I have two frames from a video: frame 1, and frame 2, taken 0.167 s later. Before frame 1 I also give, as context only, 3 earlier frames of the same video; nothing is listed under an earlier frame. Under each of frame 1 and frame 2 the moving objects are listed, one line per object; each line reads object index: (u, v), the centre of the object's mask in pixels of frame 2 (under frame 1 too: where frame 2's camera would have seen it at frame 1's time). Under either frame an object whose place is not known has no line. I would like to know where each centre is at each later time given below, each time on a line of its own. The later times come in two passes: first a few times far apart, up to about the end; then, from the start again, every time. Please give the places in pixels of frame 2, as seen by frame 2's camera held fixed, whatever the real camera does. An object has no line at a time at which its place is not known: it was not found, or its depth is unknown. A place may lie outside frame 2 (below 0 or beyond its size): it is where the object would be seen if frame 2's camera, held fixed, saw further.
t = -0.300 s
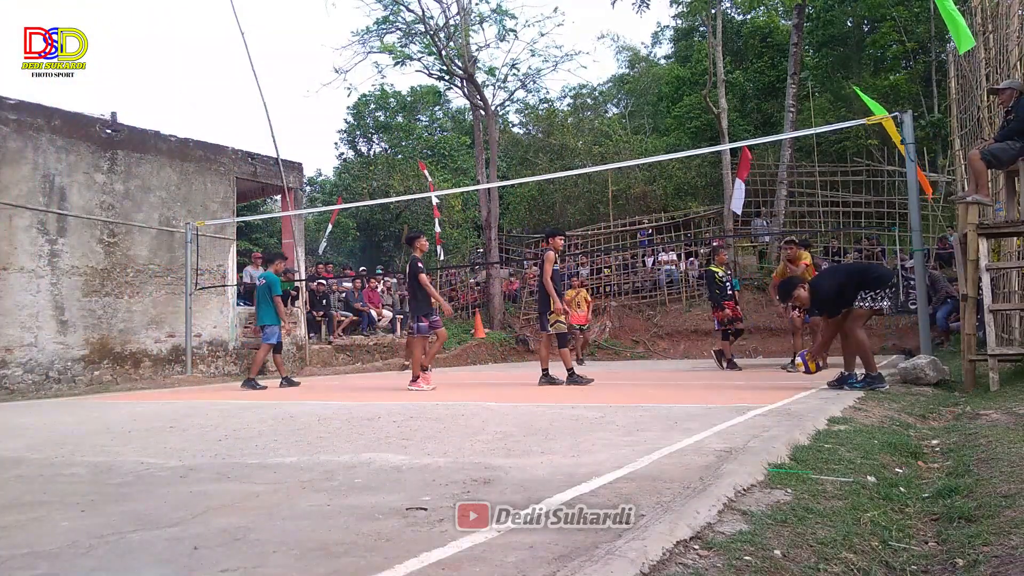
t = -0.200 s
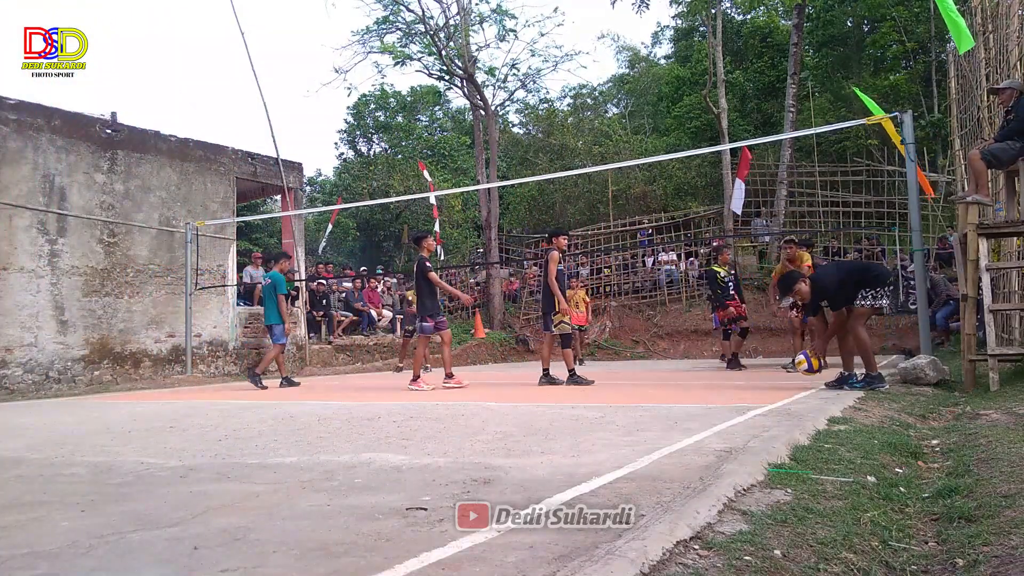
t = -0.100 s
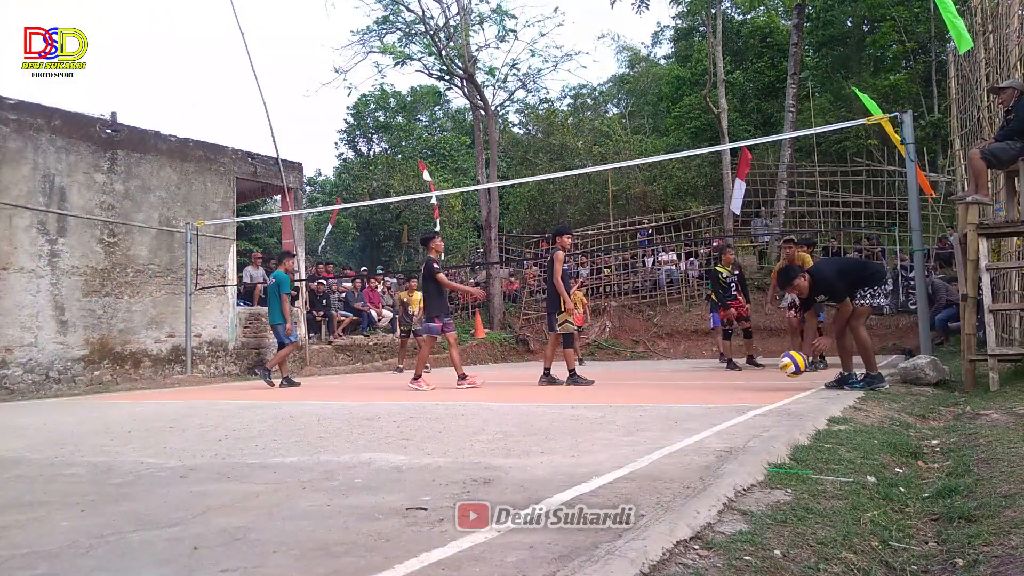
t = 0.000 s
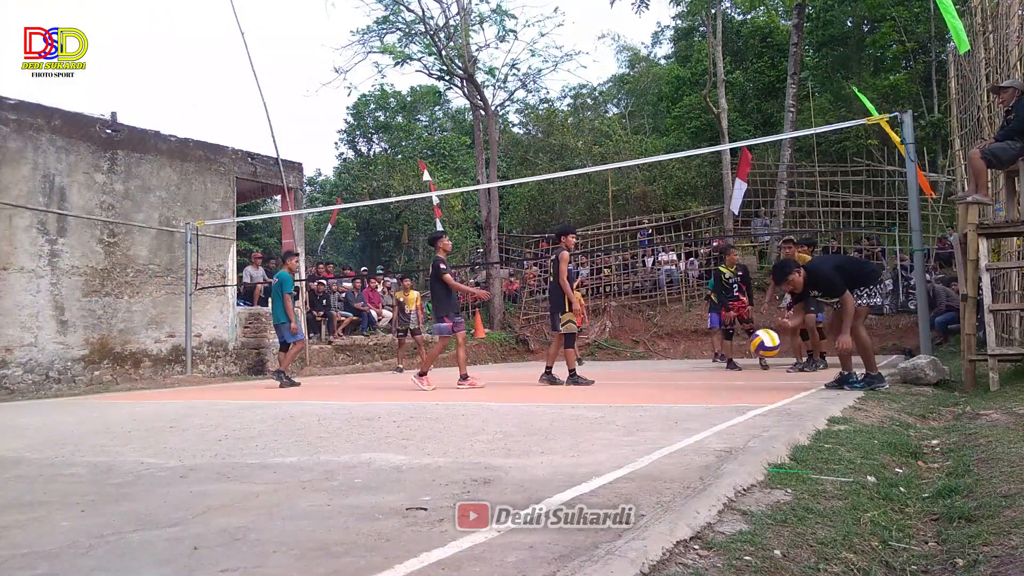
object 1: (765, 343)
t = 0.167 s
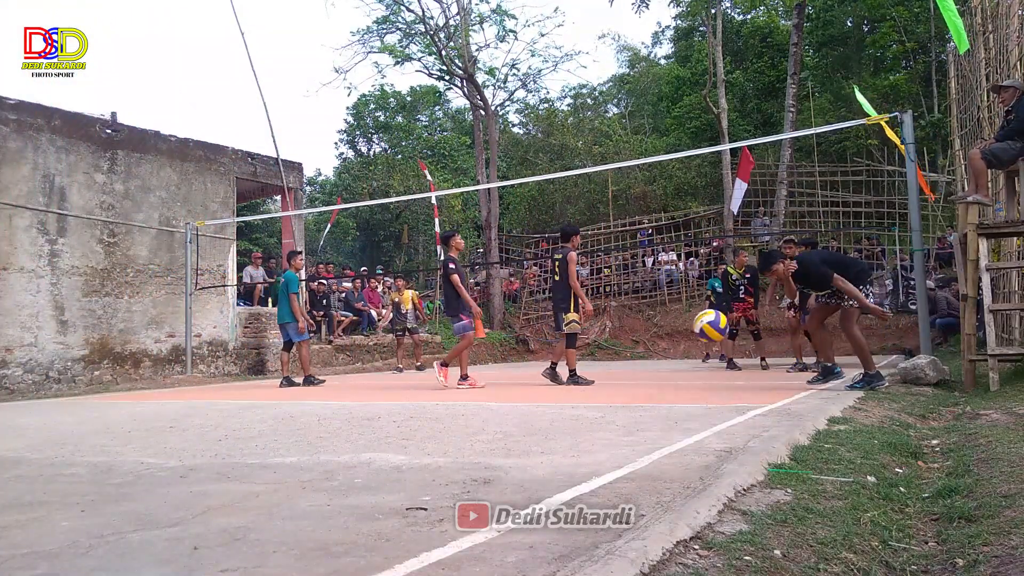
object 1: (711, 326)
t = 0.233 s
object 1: (684, 330)
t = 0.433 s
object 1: (580, 406)
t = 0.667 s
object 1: (418, 367)
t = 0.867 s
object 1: (180, 436)
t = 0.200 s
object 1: (698, 327)
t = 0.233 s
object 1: (684, 330)
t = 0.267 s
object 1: (671, 335)
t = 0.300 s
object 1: (655, 343)
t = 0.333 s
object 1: (639, 353)
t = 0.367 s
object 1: (621, 367)
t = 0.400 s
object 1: (601, 385)
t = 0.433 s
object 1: (580, 406)
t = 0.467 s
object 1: (559, 418)
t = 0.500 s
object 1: (540, 404)
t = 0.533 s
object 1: (518, 393)
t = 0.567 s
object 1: (496, 383)
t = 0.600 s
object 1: (472, 376)
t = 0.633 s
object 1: (446, 370)
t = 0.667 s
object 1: (418, 367)
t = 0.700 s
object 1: (388, 368)
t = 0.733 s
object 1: (354, 372)
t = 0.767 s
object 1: (317, 380)
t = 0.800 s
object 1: (277, 392)
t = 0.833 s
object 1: (231, 411)
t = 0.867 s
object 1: (180, 436)
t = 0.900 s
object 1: (122, 470)
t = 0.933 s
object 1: (55, 515)
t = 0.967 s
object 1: (18, 506)
